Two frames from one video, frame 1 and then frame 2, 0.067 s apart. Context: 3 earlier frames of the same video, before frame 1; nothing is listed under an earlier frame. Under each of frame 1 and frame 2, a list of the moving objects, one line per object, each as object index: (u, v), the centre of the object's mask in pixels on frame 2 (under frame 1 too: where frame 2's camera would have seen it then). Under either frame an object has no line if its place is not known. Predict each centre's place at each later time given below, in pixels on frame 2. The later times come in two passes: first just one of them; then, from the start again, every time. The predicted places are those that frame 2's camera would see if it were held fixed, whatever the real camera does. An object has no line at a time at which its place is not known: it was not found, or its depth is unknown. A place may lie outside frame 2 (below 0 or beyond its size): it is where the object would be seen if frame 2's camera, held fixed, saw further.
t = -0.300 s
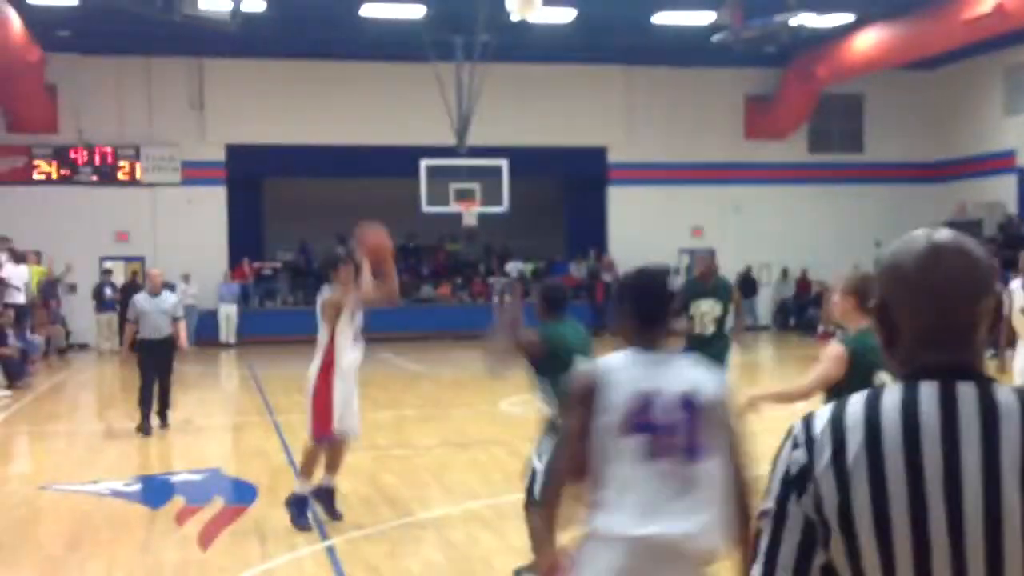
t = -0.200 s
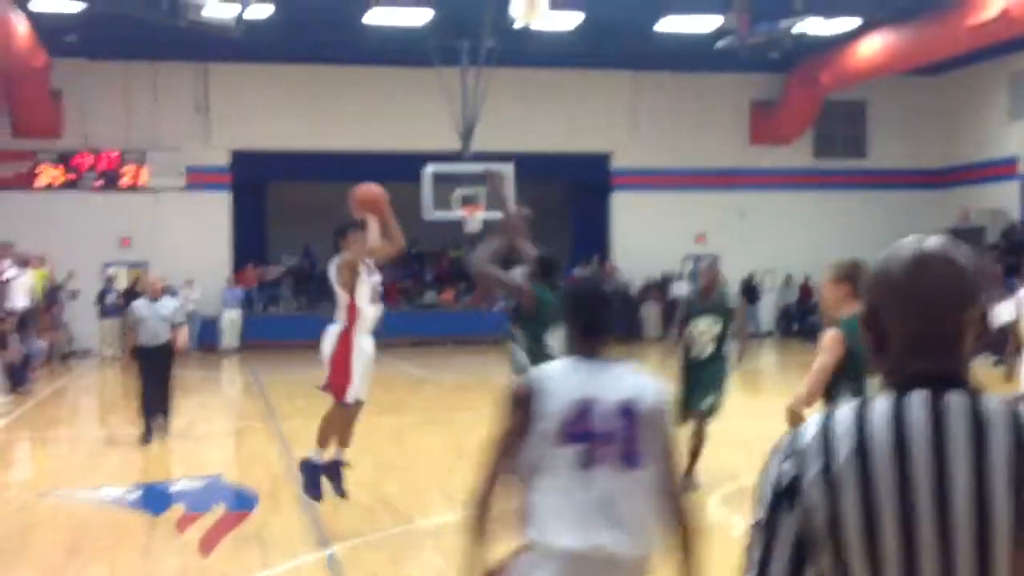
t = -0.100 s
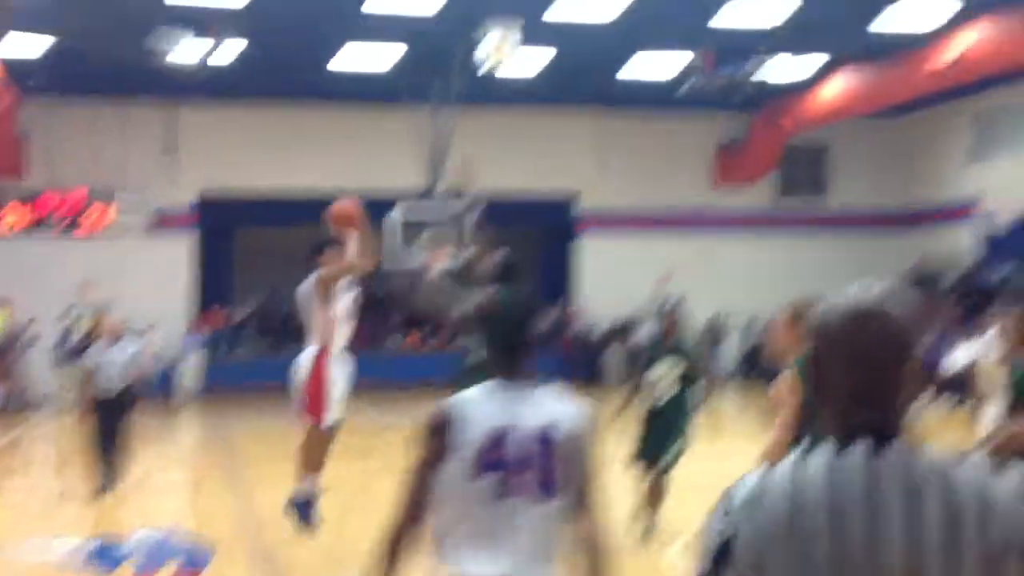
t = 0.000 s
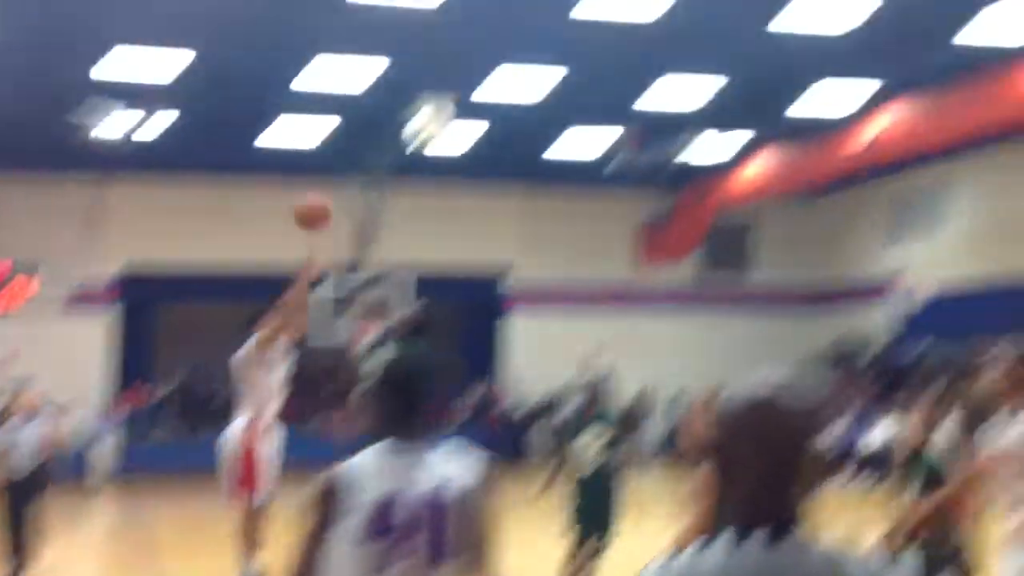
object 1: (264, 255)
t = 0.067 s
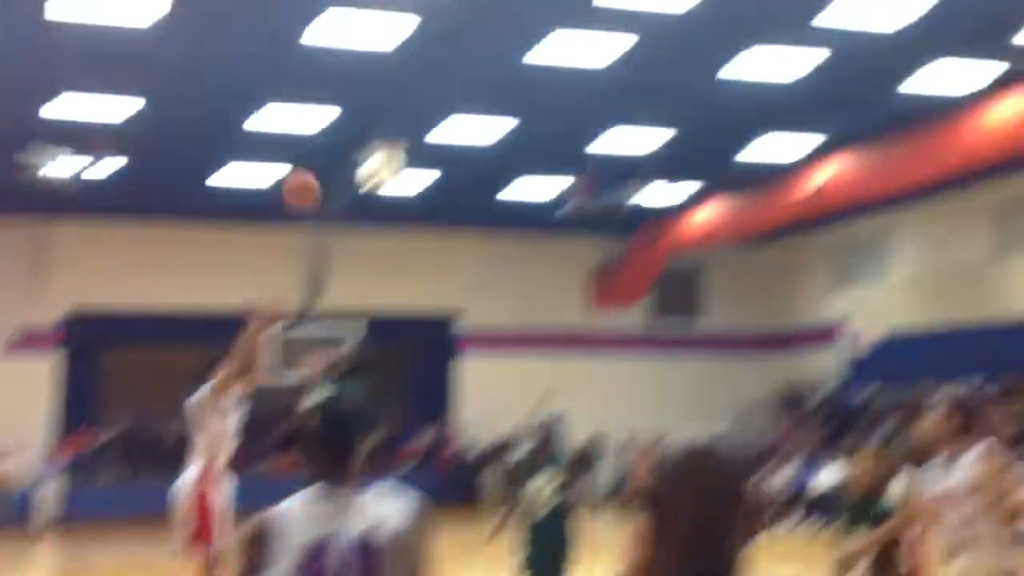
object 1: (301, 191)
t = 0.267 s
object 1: (416, 31)
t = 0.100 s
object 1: (320, 160)
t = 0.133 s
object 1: (340, 132)
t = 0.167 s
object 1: (358, 103)
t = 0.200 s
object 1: (377, 80)
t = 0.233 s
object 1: (396, 59)
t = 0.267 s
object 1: (416, 31)
